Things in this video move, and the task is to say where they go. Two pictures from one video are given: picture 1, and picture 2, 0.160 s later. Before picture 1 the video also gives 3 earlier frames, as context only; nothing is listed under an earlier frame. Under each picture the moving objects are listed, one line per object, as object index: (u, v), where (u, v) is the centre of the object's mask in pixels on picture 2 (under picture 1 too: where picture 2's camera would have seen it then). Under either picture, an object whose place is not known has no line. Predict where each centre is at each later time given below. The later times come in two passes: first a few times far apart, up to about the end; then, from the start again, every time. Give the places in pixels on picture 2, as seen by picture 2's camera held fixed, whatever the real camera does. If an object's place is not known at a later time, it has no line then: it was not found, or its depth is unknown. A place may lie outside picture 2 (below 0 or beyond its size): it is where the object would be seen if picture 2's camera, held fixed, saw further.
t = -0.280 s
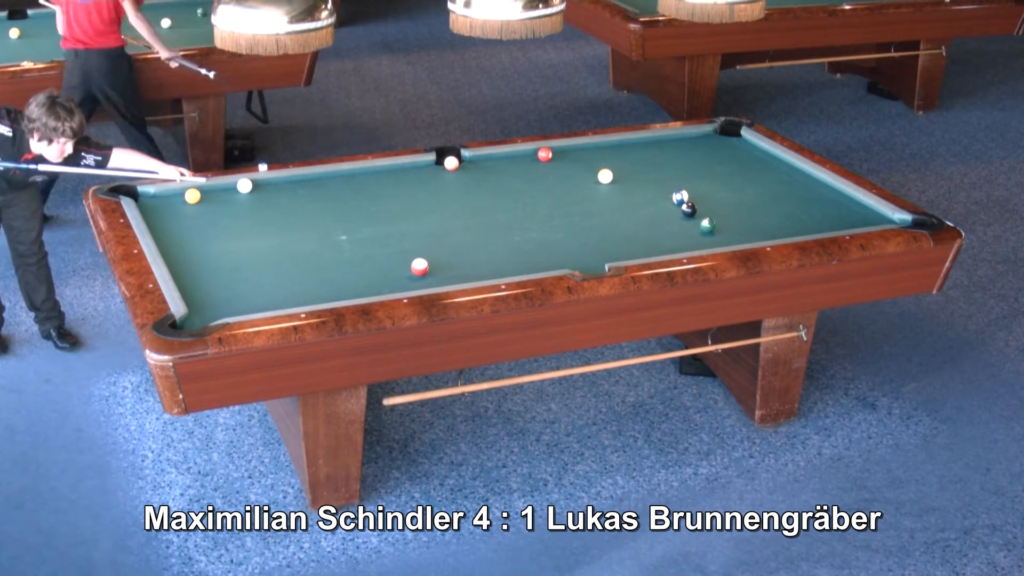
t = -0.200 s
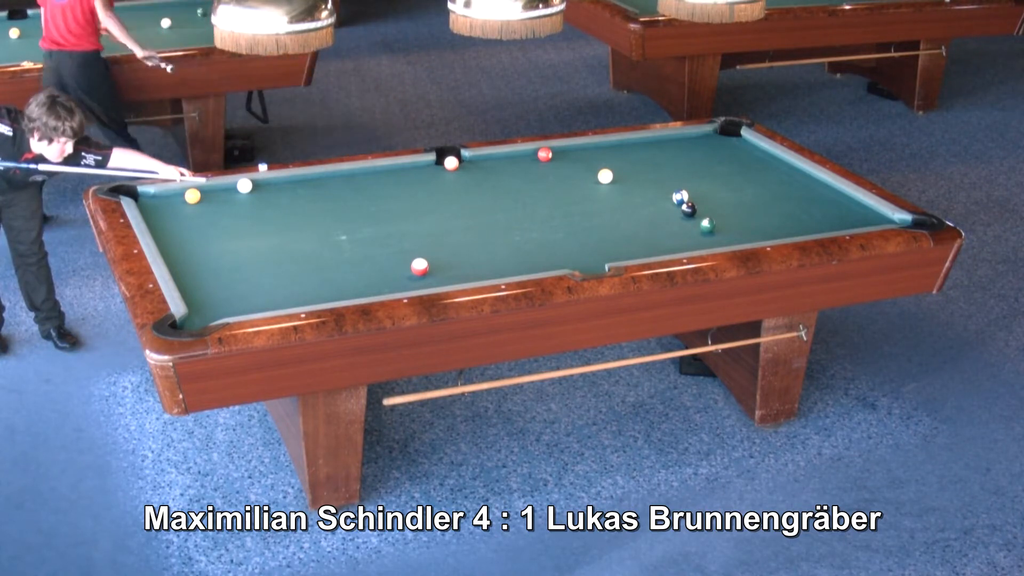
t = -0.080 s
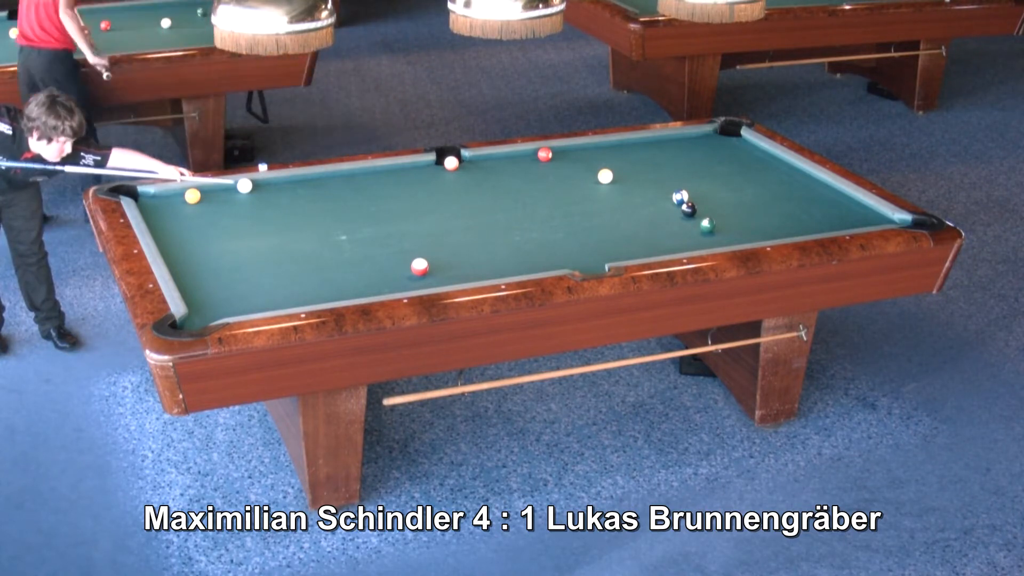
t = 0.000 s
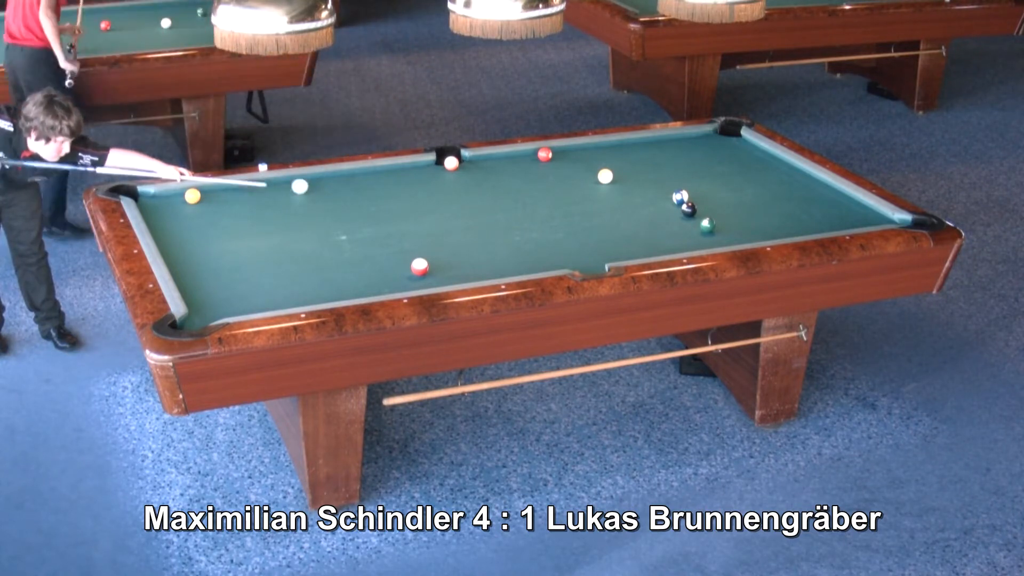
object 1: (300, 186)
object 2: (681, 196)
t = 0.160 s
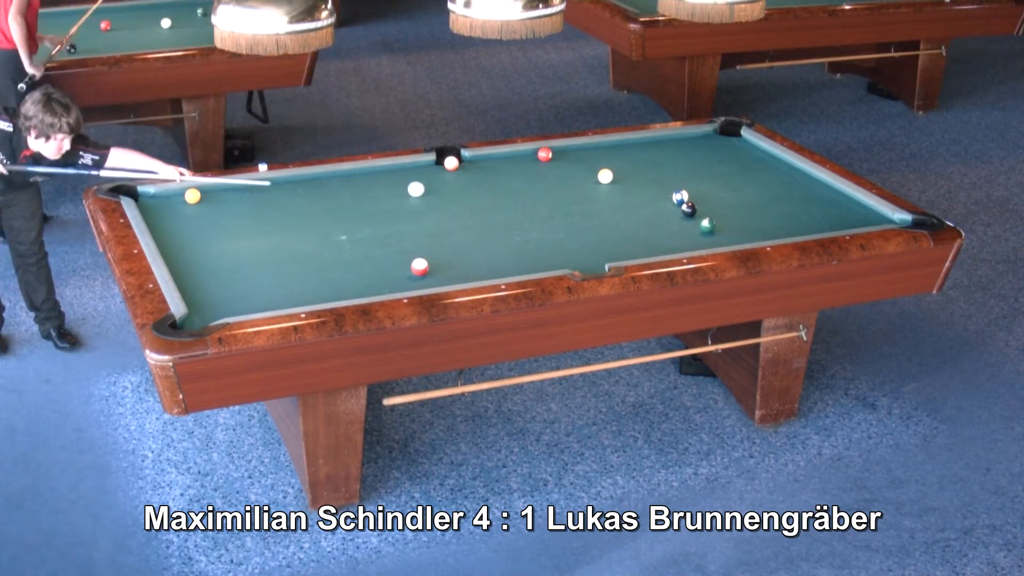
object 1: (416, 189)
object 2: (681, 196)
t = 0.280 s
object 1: (503, 191)
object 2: (681, 196)
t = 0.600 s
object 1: (669, 191)
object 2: (741, 203)
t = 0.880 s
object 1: (712, 182)
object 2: (879, 216)
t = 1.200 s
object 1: (767, 173)
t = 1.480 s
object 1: (789, 169)
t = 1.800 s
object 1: (759, 171)
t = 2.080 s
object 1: (735, 173)
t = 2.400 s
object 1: (710, 175)
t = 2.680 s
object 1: (688, 176)
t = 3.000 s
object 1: (666, 178)
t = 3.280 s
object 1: (648, 179)
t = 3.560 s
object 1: (633, 181)
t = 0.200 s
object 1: (445, 190)
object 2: (681, 197)
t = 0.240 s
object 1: (474, 190)
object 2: (681, 196)
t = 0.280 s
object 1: (503, 191)
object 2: (681, 196)
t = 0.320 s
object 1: (532, 192)
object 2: (681, 196)
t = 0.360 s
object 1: (561, 193)
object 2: (681, 196)
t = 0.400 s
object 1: (590, 193)
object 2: (681, 196)
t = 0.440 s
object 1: (619, 194)
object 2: (681, 196)
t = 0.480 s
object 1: (648, 195)
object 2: (681, 196)
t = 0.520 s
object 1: (666, 194)
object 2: (691, 197)
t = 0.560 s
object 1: (667, 192)
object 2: (716, 201)
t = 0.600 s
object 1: (669, 191)
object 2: (741, 203)
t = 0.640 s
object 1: (673, 189)
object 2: (764, 206)
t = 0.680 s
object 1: (678, 188)
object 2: (786, 207)
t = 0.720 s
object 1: (684, 186)
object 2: (807, 210)
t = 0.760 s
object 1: (691, 185)
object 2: (826, 211)
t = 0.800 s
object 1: (698, 184)
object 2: (845, 214)
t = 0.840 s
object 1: (705, 183)
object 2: (863, 216)
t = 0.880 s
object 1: (712, 182)
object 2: (879, 216)
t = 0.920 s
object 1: (719, 181)
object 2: (895, 219)
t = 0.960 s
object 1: (726, 179)
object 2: (907, 222)
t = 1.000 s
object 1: (733, 178)
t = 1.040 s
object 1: (740, 177)
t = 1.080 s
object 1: (747, 176)
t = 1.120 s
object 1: (754, 175)
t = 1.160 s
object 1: (760, 174)
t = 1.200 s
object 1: (767, 173)
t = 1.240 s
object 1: (773, 172)
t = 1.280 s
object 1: (780, 171)
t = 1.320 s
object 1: (786, 170)
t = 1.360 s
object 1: (792, 169)
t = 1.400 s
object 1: (797, 168)
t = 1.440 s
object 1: (792, 169)
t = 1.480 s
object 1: (789, 169)
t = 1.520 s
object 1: (785, 169)
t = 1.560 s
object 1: (781, 169)
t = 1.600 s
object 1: (777, 170)
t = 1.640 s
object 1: (774, 170)
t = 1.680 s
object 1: (770, 170)
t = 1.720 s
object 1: (767, 170)
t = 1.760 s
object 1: (763, 171)
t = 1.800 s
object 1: (759, 171)
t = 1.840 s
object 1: (756, 171)
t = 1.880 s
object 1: (753, 171)
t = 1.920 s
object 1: (749, 172)
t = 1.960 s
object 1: (746, 172)
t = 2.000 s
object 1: (742, 172)
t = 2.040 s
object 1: (739, 172)
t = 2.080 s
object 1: (735, 173)
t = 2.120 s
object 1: (732, 173)
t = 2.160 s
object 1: (729, 173)
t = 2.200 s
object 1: (726, 173)
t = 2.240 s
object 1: (722, 174)
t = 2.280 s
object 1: (719, 174)
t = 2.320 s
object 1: (716, 174)
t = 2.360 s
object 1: (713, 175)
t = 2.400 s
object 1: (710, 175)
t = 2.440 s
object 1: (707, 175)
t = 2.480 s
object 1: (703, 175)
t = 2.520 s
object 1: (700, 175)
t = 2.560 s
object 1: (697, 176)
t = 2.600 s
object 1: (694, 176)
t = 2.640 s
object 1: (691, 176)
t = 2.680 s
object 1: (688, 176)
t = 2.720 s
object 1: (686, 176)
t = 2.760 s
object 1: (683, 177)
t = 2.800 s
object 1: (680, 177)
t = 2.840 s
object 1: (677, 177)
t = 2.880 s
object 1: (674, 177)
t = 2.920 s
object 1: (672, 178)
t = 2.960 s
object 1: (669, 178)
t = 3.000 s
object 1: (666, 178)
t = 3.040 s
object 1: (664, 178)
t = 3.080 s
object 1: (661, 178)
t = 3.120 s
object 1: (658, 179)
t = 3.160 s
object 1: (656, 179)
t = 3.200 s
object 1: (653, 179)
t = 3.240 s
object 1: (651, 179)
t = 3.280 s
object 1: (648, 179)
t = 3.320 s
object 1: (646, 180)
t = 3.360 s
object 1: (644, 180)
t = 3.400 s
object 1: (642, 180)
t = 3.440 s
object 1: (639, 180)
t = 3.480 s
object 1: (637, 180)
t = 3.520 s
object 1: (635, 181)
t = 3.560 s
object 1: (633, 181)
